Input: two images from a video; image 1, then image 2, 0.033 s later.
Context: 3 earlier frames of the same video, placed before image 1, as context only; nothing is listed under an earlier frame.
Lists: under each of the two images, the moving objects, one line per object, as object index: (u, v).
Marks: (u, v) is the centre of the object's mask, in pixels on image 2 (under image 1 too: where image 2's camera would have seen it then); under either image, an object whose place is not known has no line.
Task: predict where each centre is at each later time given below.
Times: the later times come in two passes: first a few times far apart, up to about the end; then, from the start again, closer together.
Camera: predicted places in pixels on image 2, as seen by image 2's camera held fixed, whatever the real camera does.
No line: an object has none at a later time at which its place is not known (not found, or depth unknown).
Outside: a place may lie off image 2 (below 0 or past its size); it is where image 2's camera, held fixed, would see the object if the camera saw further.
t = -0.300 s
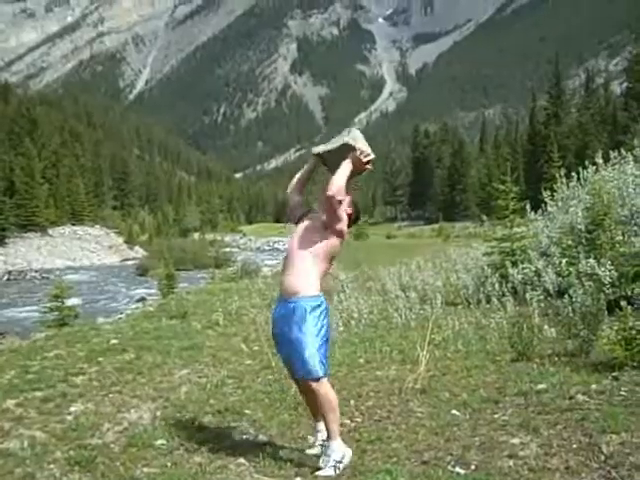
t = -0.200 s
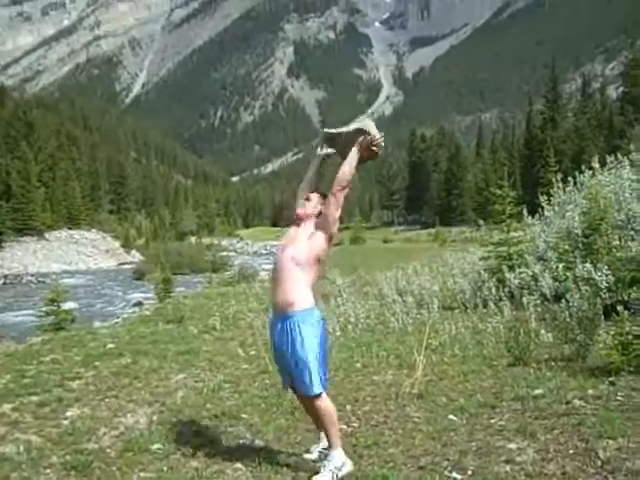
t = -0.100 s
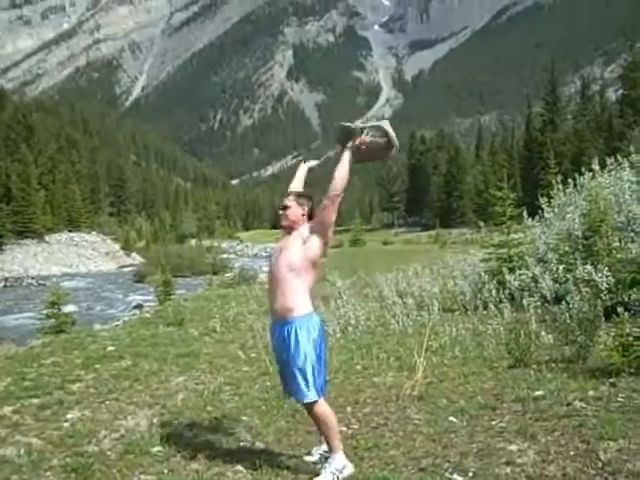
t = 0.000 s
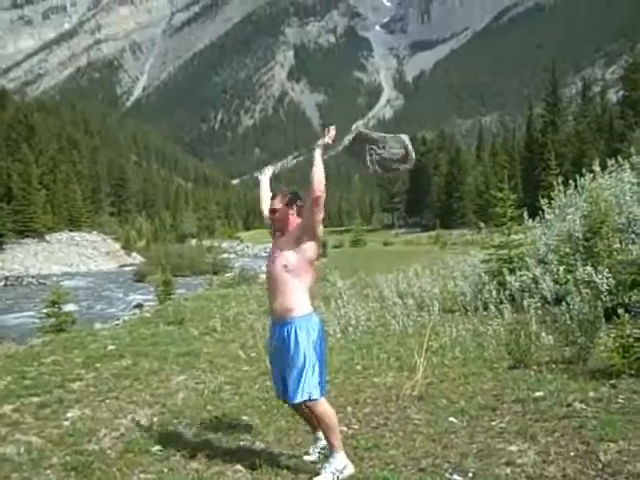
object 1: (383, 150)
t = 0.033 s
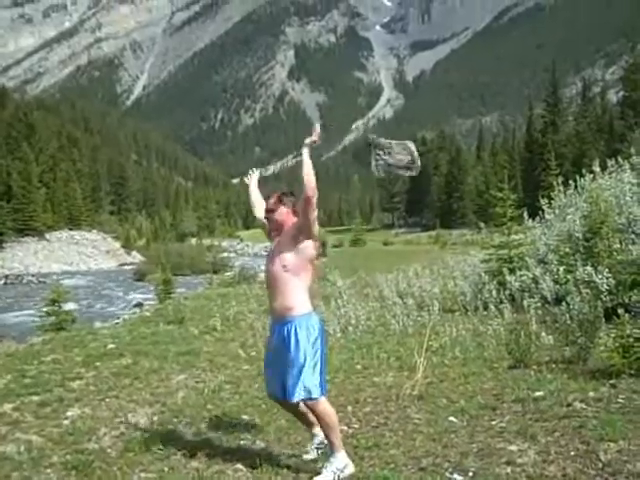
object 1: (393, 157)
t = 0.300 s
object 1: (427, 269)
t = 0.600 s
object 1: (439, 441)
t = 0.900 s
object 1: (416, 440)
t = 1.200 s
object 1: (417, 441)
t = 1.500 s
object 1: (416, 441)
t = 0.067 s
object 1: (398, 166)
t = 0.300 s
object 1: (427, 269)
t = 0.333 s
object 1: (432, 290)
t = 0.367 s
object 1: (437, 314)
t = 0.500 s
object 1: (459, 430)
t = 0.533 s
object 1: (453, 434)
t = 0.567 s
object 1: (445, 439)
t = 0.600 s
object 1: (439, 441)
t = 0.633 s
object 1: (435, 440)
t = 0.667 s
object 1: (433, 440)
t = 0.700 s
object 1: (431, 437)
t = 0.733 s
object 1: (427, 437)
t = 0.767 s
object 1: (425, 438)
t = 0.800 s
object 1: (420, 437)
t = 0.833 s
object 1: (418, 439)
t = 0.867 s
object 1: (416, 440)
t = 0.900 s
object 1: (416, 440)
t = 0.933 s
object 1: (415, 440)
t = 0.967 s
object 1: (416, 441)
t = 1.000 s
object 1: (416, 441)
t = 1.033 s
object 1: (416, 441)
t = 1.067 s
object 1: (417, 441)
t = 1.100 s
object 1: (417, 441)
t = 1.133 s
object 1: (417, 441)
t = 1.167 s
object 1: (417, 440)
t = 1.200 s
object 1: (417, 441)
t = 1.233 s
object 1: (416, 441)
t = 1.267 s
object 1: (416, 441)
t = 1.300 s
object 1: (416, 440)
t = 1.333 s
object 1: (417, 440)
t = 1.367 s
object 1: (417, 440)
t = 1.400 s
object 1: (417, 440)
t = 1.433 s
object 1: (417, 440)
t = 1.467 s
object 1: (416, 441)
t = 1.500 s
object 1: (416, 441)
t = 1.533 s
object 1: (416, 441)
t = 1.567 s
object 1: (416, 440)
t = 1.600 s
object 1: (416, 440)
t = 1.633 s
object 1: (416, 440)
